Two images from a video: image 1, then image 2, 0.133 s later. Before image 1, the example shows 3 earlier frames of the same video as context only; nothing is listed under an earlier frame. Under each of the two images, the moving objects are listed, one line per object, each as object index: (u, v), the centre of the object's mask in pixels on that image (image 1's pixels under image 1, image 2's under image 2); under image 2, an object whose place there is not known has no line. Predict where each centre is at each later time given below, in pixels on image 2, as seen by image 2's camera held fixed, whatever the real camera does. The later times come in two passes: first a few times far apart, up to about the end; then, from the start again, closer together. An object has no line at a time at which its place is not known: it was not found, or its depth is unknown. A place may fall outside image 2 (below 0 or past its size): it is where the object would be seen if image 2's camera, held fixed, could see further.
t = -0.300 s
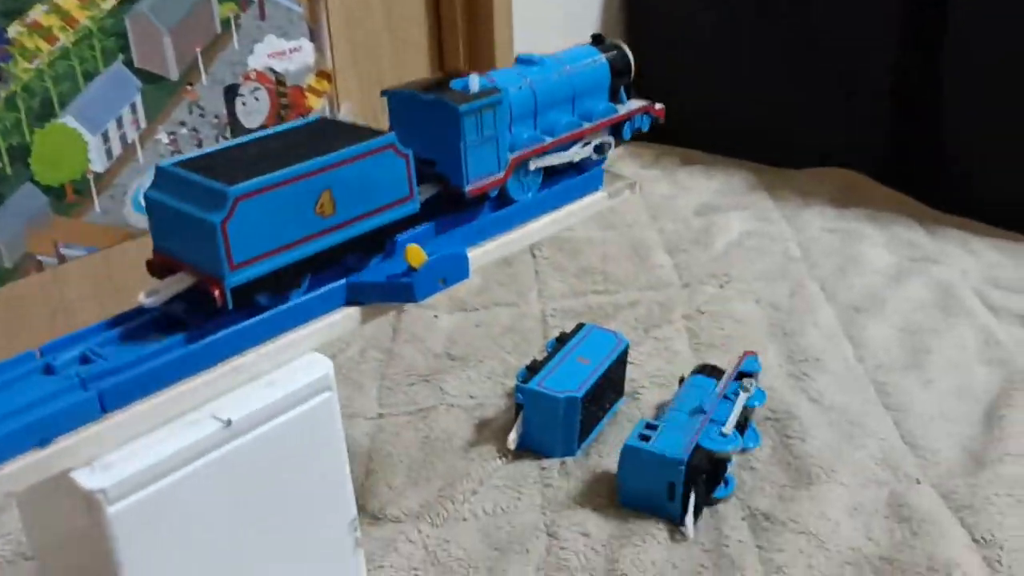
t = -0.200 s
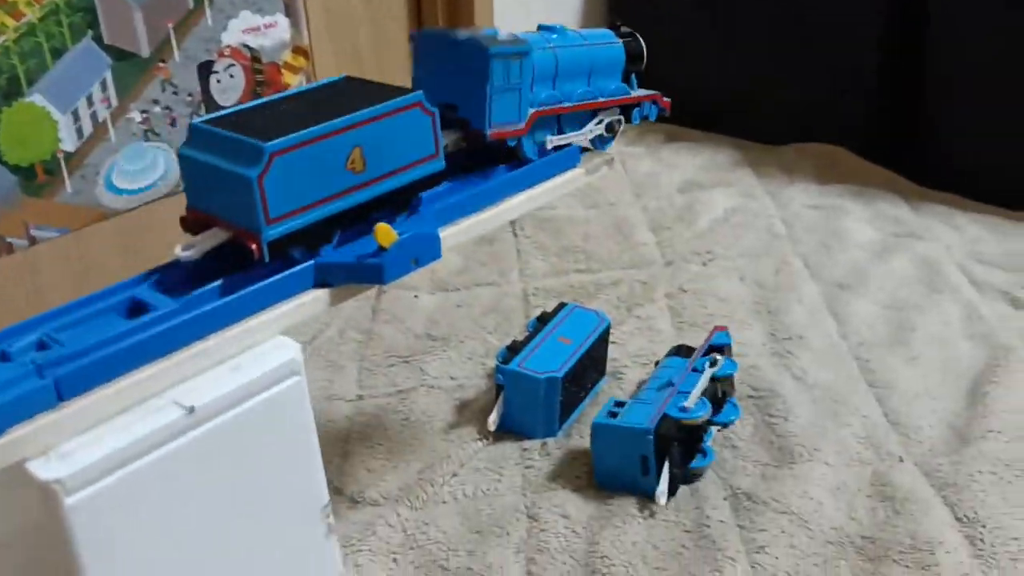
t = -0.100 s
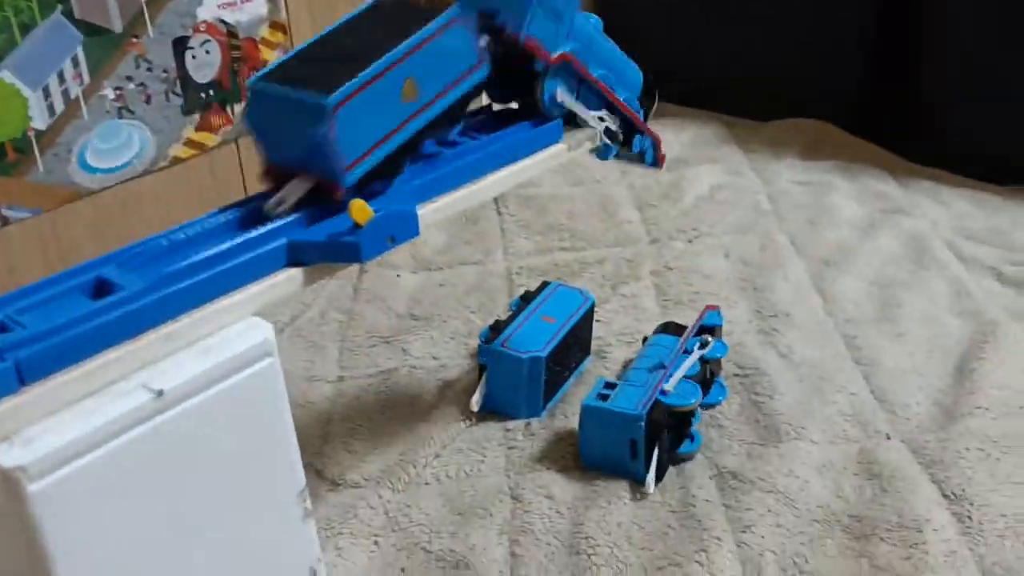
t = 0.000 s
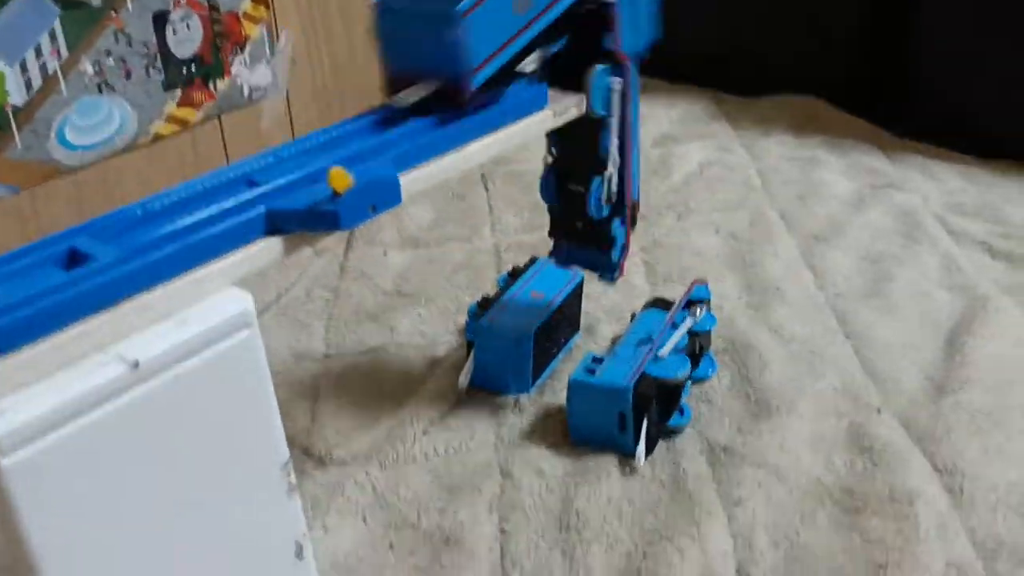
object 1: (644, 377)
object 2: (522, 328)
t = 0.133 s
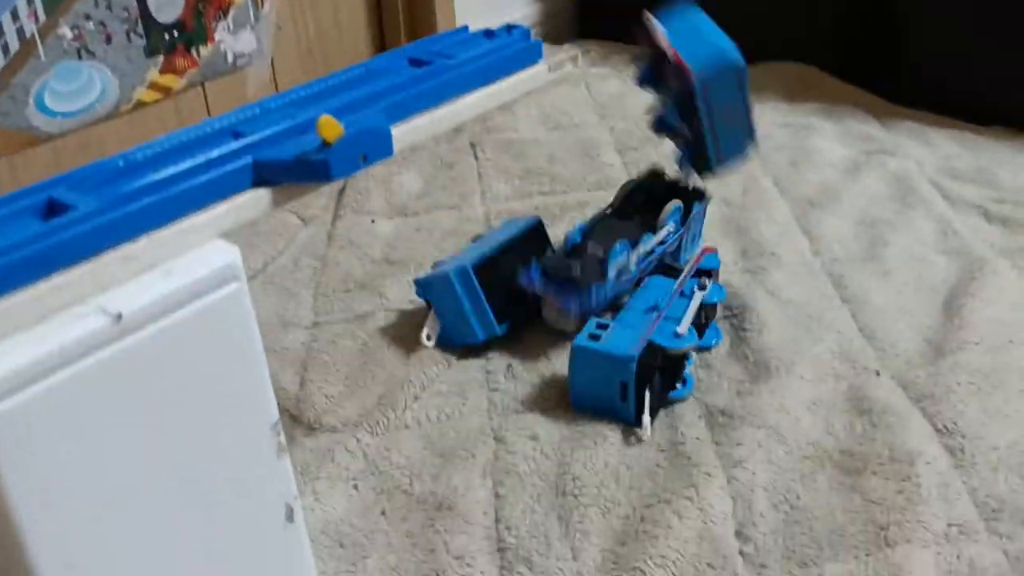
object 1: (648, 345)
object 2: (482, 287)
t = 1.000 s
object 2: (440, 270)
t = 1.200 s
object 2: (440, 270)
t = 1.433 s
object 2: (440, 270)
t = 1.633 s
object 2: (440, 270)
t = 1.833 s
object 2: (440, 270)
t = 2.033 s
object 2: (440, 270)
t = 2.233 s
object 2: (440, 270)
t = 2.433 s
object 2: (440, 271)
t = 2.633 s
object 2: (440, 271)
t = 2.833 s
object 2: (440, 271)
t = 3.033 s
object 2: (440, 271)
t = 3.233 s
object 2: (440, 271)
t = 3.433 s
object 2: (440, 271)
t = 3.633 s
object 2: (440, 271)
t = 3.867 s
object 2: (440, 271)
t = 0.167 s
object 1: (645, 346)
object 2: (478, 284)
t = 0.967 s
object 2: (440, 271)
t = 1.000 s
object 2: (440, 270)
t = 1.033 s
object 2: (440, 270)
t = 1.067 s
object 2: (440, 270)
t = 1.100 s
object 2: (440, 270)
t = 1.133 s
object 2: (440, 270)
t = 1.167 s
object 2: (440, 270)
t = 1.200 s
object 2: (440, 270)
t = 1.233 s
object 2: (440, 270)
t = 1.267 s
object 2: (440, 270)
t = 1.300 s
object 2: (440, 270)
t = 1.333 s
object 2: (440, 270)
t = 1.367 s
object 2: (440, 270)
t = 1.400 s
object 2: (440, 270)
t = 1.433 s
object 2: (440, 270)
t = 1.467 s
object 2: (440, 270)
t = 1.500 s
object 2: (440, 270)
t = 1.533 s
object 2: (440, 270)
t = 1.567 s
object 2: (440, 270)
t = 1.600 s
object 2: (440, 270)
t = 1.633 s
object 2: (440, 270)
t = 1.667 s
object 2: (440, 270)
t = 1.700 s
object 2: (440, 270)
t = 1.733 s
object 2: (440, 270)
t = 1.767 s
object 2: (440, 270)
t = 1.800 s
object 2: (440, 270)
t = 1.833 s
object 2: (440, 270)
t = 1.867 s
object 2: (440, 270)
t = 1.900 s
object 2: (440, 270)
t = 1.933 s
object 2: (440, 270)
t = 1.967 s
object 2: (440, 270)
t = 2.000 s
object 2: (440, 270)
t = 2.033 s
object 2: (440, 270)
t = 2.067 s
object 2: (440, 270)
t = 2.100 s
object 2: (440, 270)
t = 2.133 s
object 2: (440, 270)
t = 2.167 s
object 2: (440, 270)
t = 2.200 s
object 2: (440, 270)
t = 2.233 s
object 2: (440, 270)
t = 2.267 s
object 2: (440, 270)
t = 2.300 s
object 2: (440, 271)
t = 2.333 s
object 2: (440, 271)
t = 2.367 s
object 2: (440, 271)
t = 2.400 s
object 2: (440, 271)
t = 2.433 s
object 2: (440, 271)
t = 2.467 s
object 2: (440, 271)
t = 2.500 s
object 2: (440, 271)
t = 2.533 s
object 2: (440, 271)
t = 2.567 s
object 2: (440, 271)
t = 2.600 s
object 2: (440, 271)
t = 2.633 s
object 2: (440, 271)
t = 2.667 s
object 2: (440, 270)
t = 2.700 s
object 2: (440, 270)
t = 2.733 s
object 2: (440, 270)
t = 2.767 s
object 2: (440, 270)
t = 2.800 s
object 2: (440, 270)
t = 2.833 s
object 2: (440, 271)
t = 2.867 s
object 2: (440, 270)
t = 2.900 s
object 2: (440, 271)
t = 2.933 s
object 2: (440, 271)
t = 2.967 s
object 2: (440, 271)
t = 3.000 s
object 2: (440, 271)
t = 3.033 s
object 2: (440, 271)
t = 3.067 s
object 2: (440, 271)
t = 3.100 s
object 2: (440, 271)
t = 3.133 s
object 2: (440, 271)
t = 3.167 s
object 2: (440, 271)
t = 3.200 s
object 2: (440, 271)
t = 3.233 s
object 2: (440, 271)
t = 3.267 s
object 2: (440, 271)
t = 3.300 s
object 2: (440, 271)
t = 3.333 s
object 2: (440, 271)
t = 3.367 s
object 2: (440, 271)
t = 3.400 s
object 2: (440, 271)
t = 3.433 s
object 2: (440, 271)
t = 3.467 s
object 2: (440, 271)
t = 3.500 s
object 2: (440, 271)
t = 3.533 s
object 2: (440, 271)
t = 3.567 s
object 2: (440, 271)
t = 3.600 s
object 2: (440, 271)
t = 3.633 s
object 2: (440, 271)
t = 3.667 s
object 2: (440, 271)
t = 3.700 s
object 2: (440, 271)
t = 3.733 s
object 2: (440, 271)
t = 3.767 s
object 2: (440, 271)
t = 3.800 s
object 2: (440, 271)
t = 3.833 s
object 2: (440, 271)
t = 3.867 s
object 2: (440, 271)
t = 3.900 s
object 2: (440, 271)
